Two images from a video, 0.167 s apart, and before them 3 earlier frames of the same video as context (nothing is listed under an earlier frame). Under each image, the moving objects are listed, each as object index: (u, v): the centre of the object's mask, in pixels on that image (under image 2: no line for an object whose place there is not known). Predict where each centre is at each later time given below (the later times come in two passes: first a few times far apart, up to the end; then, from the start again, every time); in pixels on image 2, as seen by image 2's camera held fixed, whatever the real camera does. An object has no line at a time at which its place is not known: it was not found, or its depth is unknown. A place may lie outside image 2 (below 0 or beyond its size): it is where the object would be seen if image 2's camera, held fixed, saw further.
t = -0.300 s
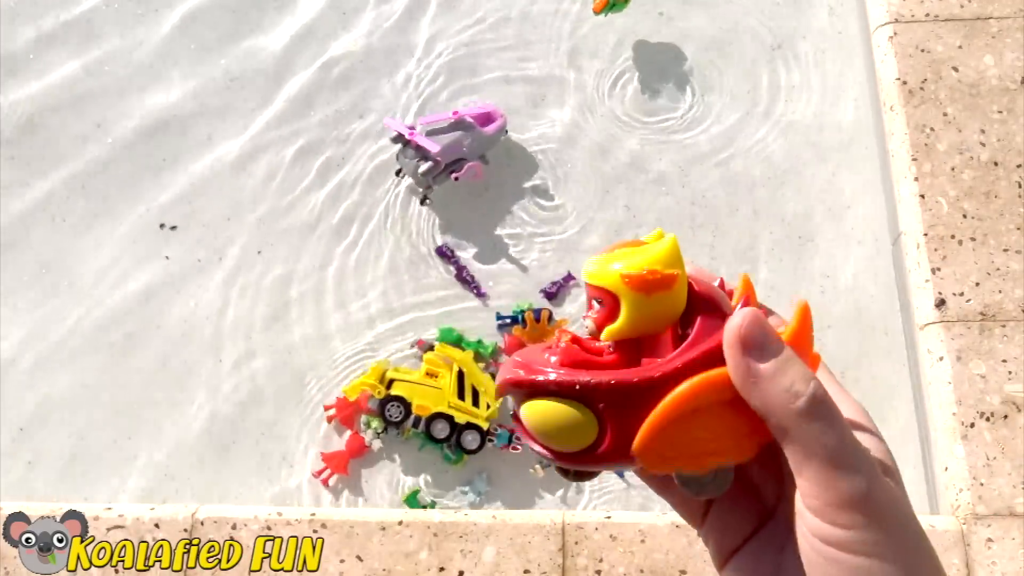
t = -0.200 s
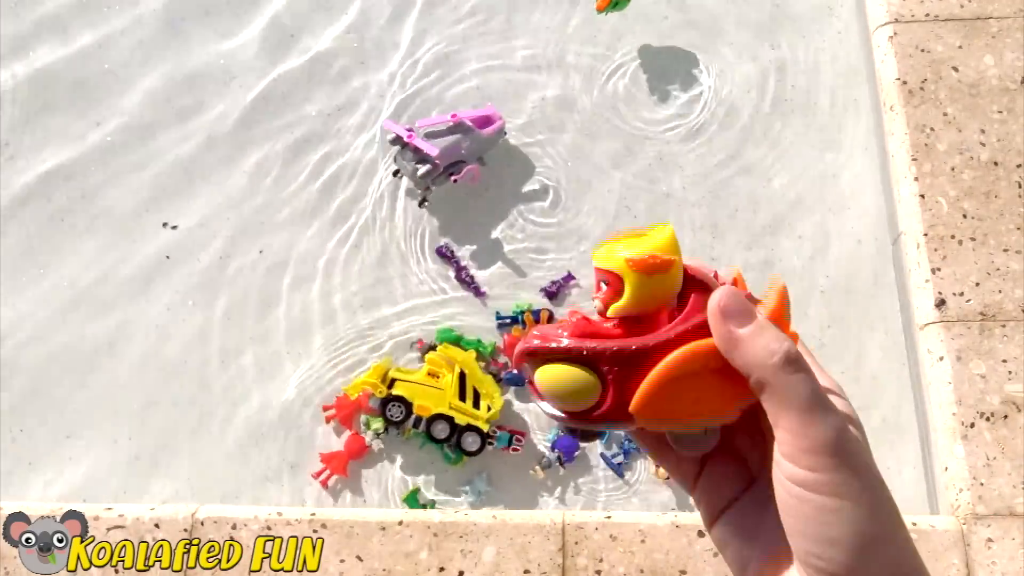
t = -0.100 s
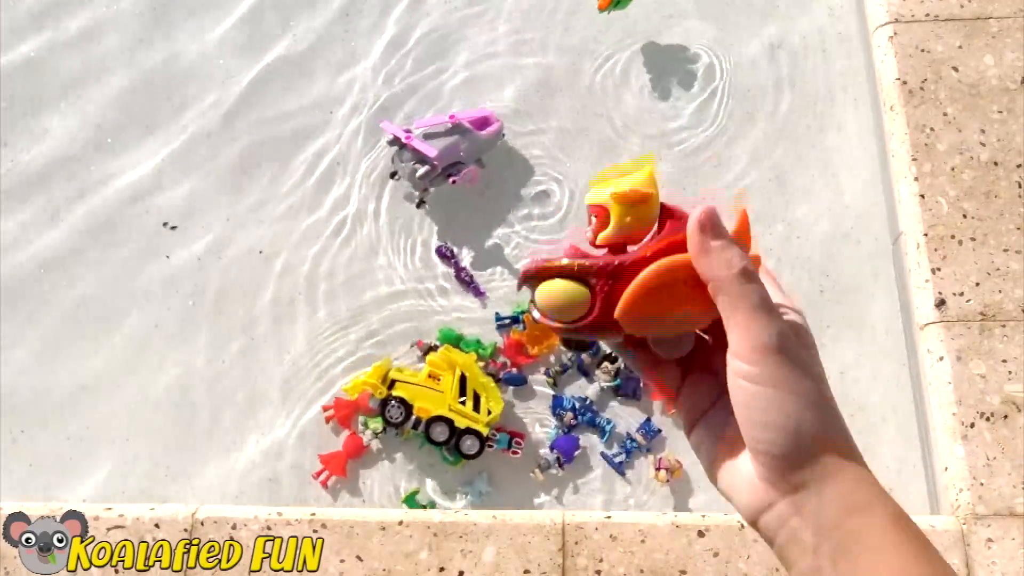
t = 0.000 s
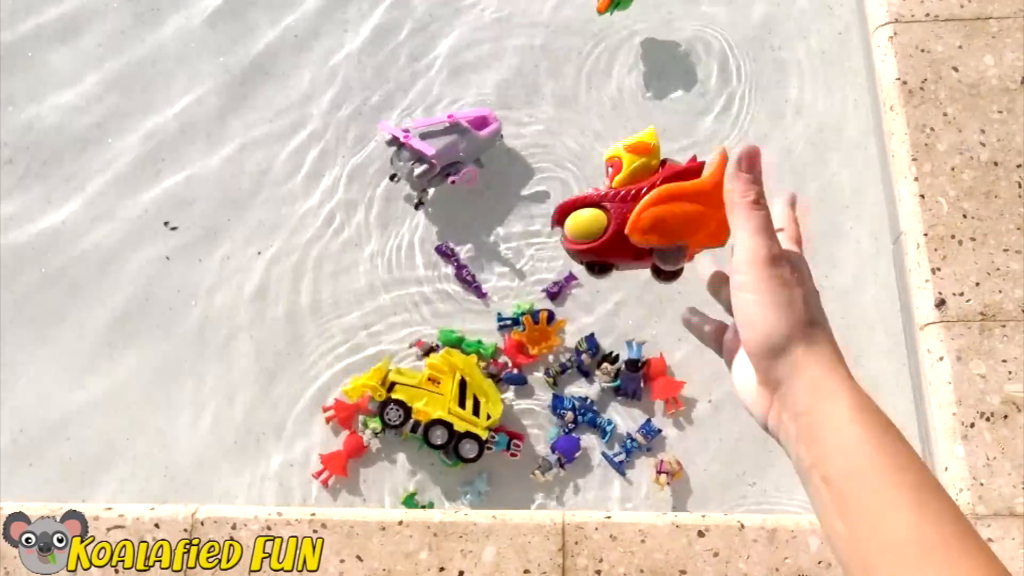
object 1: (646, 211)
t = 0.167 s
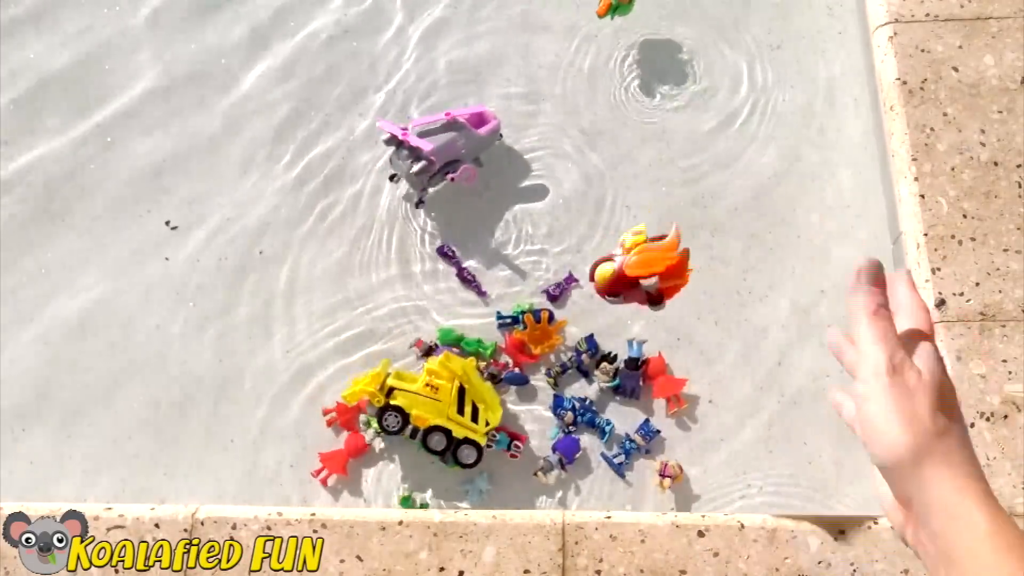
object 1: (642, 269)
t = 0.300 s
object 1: (642, 314)
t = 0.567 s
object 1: (640, 288)
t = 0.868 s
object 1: (633, 247)
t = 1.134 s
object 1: (627, 227)
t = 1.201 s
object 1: (627, 225)
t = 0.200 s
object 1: (641, 286)
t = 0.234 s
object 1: (639, 304)
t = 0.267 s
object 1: (640, 311)
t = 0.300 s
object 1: (642, 314)
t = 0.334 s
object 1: (643, 313)
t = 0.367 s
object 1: (642, 310)
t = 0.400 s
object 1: (640, 308)
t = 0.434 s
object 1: (638, 308)
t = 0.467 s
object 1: (638, 299)
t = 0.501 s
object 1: (639, 296)
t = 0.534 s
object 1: (640, 294)
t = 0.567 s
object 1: (640, 288)
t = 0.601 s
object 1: (643, 283)
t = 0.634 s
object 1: (643, 277)
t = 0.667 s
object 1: (643, 269)
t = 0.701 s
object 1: (641, 262)
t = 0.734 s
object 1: (641, 258)
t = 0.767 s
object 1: (638, 254)
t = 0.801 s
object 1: (636, 251)
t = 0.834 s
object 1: (634, 249)
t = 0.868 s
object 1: (633, 247)
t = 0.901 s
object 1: (632, 244)
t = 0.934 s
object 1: (631, 243)
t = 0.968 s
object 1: (630, 242)
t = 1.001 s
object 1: (629, 240)
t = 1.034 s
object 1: (629, 236)
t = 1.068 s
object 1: (628, 233)
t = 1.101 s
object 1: (627, 230)
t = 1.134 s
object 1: (627, 227)
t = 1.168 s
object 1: (627, 226)
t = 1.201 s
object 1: (627, 225)
